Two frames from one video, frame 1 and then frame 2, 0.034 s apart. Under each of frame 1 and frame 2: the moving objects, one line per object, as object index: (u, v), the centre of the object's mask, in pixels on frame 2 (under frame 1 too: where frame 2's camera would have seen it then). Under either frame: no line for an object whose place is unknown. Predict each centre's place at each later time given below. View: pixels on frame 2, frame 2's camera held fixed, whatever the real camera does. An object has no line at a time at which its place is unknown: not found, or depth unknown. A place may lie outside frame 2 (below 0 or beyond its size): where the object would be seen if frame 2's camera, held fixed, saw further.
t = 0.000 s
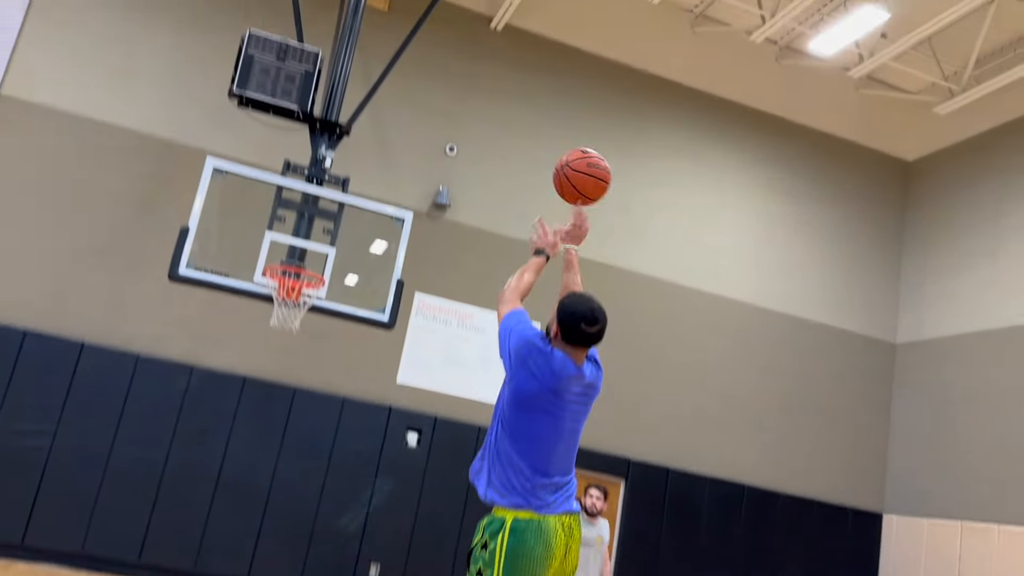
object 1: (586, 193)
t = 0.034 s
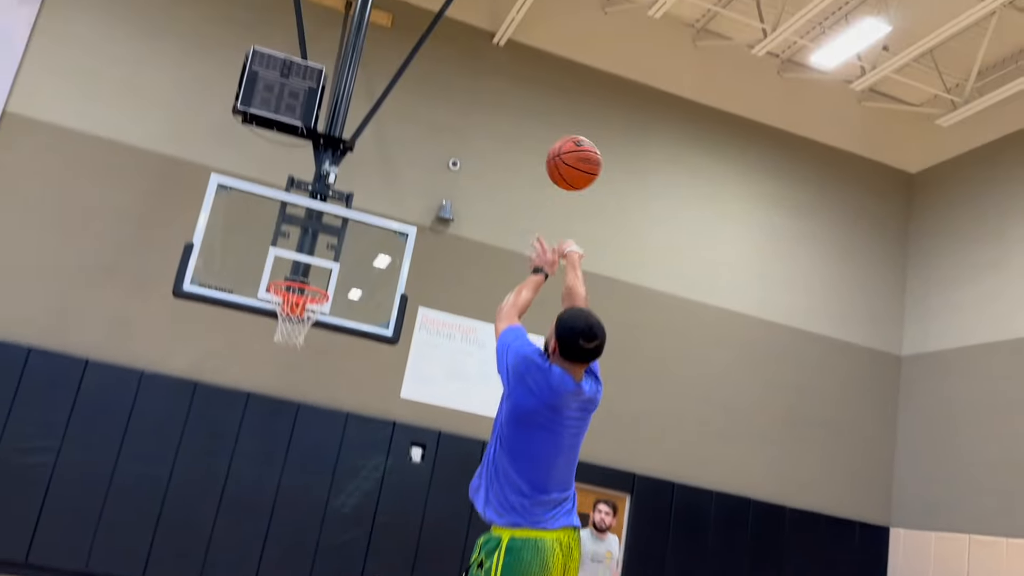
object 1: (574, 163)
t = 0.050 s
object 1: (568, 150)
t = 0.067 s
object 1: (562, 139)
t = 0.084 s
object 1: (557, 128)
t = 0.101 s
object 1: (552, 118)
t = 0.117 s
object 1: (547, 109)
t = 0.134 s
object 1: (541, 101)
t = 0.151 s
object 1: (536, 94)
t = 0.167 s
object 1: (531, 87)
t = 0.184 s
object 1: (526, 82)
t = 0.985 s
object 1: (314, 248)
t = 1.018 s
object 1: (305, 268)
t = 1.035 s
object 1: (302, 275)
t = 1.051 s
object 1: (299, 280)
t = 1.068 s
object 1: (294, 299)
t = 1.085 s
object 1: (294, 303)
